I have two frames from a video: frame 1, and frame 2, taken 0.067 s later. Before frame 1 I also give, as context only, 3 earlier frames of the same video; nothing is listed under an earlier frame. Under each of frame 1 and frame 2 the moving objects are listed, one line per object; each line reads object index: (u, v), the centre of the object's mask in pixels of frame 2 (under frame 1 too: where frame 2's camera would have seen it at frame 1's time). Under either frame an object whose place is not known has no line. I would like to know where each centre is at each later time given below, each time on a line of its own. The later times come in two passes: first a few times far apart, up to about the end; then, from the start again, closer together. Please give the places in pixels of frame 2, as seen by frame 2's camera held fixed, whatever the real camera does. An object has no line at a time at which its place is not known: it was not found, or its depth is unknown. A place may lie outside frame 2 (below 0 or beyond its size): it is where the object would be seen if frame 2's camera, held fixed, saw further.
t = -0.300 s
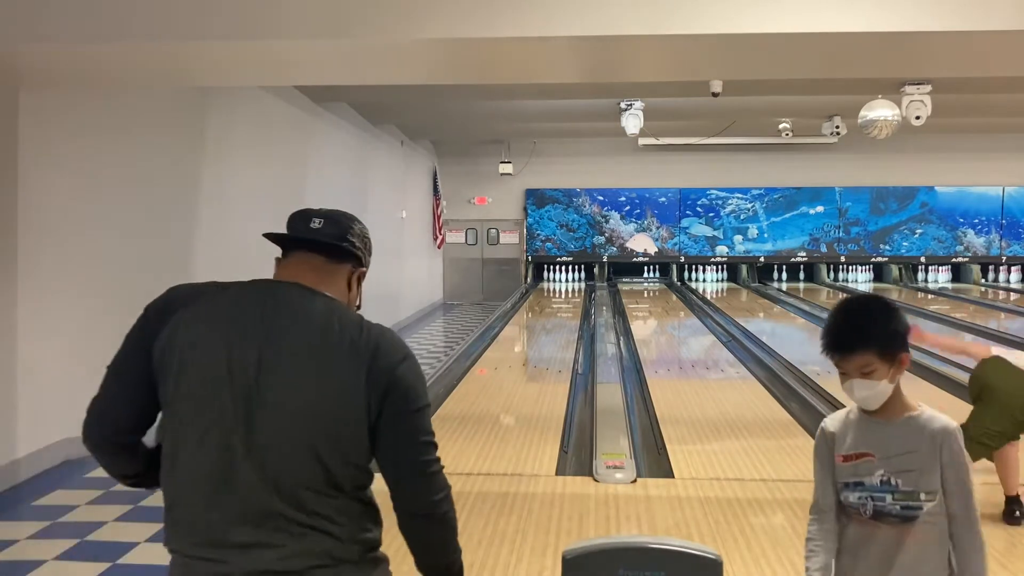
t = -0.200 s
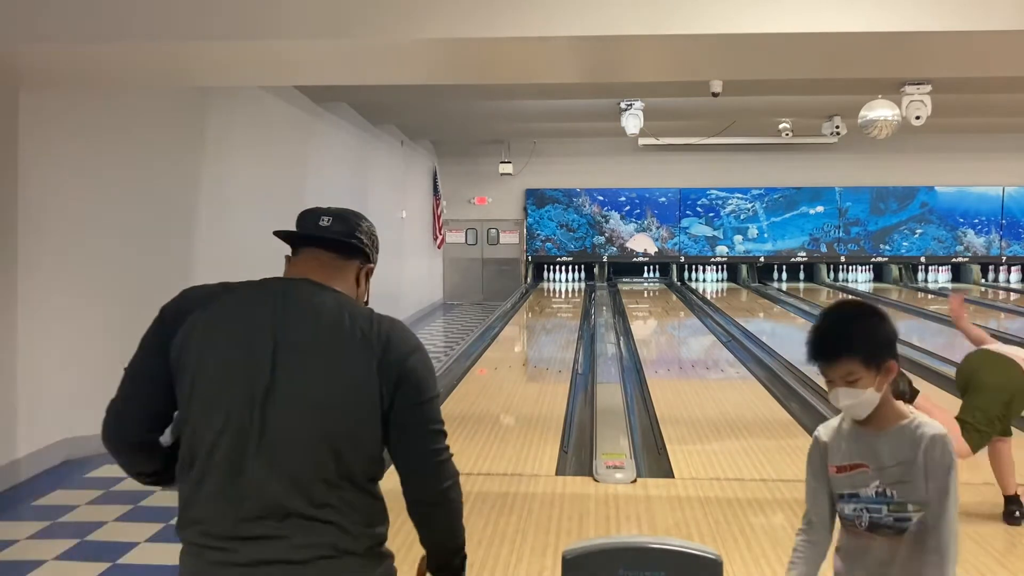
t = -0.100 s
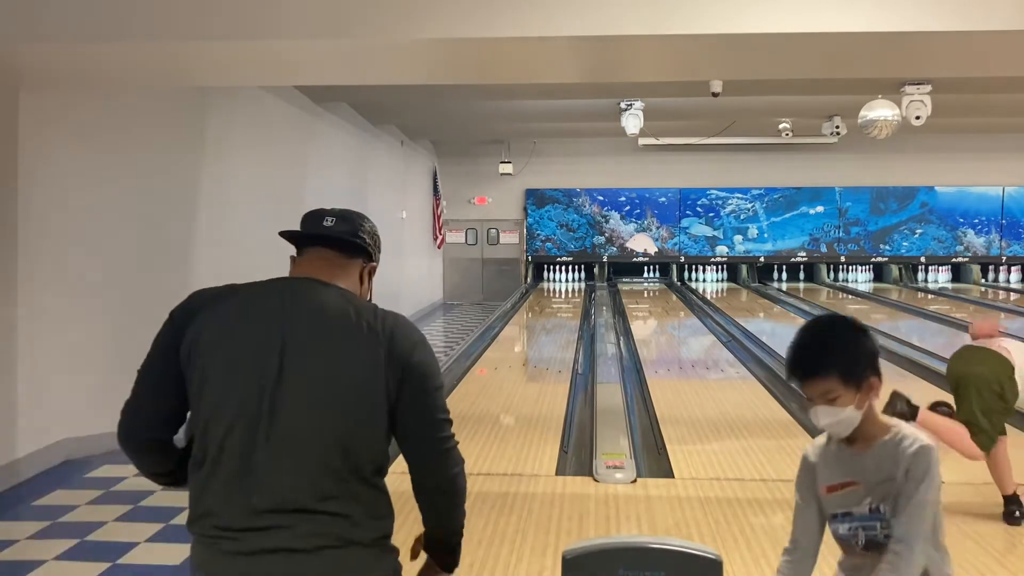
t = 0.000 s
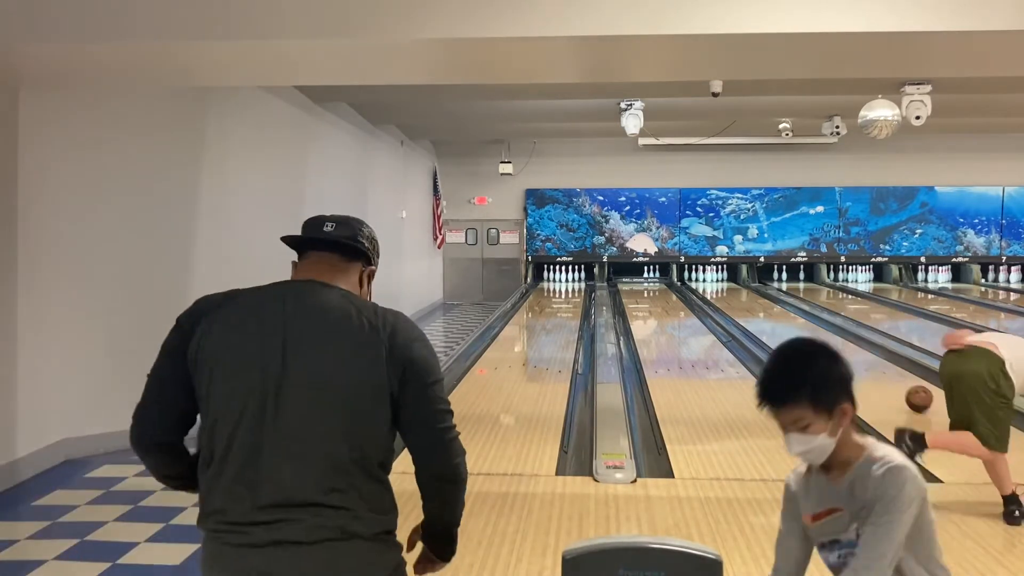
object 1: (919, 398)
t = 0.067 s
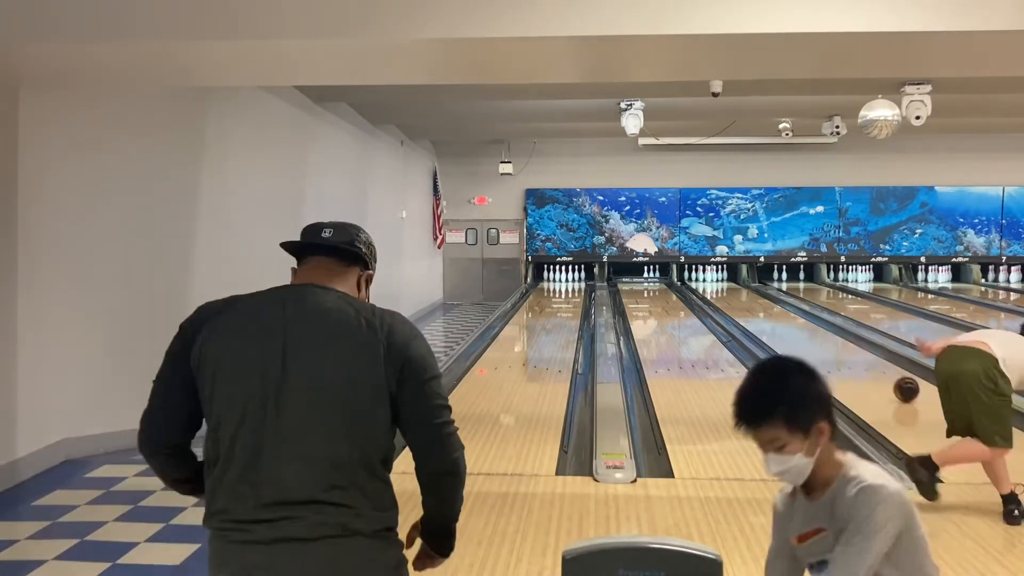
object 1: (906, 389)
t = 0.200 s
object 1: (885, 373)
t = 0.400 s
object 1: (858, 354)
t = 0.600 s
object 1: (837, 340)
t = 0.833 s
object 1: (817, 327)
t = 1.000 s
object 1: (805, 317)
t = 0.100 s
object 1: (900, 385)
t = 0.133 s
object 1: (895, 381)
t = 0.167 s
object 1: (890, 377)
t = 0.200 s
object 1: (885, 373)
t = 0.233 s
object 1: (881, 369)
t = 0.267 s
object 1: (875, 366)
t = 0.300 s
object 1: (871, 363)
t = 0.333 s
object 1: (866, 360)
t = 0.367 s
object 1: (862, 357)
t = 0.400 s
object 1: (858, 354)
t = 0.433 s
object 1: (854, 351)
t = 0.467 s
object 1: (850, 349)
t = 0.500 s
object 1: (847, 346)
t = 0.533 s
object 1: (844, 344)
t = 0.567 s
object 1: (840, 341)
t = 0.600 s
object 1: (837, 340)
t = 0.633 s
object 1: (833, 337)
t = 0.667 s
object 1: (831, 336)
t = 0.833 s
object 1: (817, 327)
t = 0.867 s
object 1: (815, 324)
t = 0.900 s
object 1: (813, 323)
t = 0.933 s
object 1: (810, 321)
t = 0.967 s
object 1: (808, 319)
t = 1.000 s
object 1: (805, 317)
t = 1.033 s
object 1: (803, 315)
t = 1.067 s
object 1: (801, 314)
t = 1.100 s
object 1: (799, 313)
